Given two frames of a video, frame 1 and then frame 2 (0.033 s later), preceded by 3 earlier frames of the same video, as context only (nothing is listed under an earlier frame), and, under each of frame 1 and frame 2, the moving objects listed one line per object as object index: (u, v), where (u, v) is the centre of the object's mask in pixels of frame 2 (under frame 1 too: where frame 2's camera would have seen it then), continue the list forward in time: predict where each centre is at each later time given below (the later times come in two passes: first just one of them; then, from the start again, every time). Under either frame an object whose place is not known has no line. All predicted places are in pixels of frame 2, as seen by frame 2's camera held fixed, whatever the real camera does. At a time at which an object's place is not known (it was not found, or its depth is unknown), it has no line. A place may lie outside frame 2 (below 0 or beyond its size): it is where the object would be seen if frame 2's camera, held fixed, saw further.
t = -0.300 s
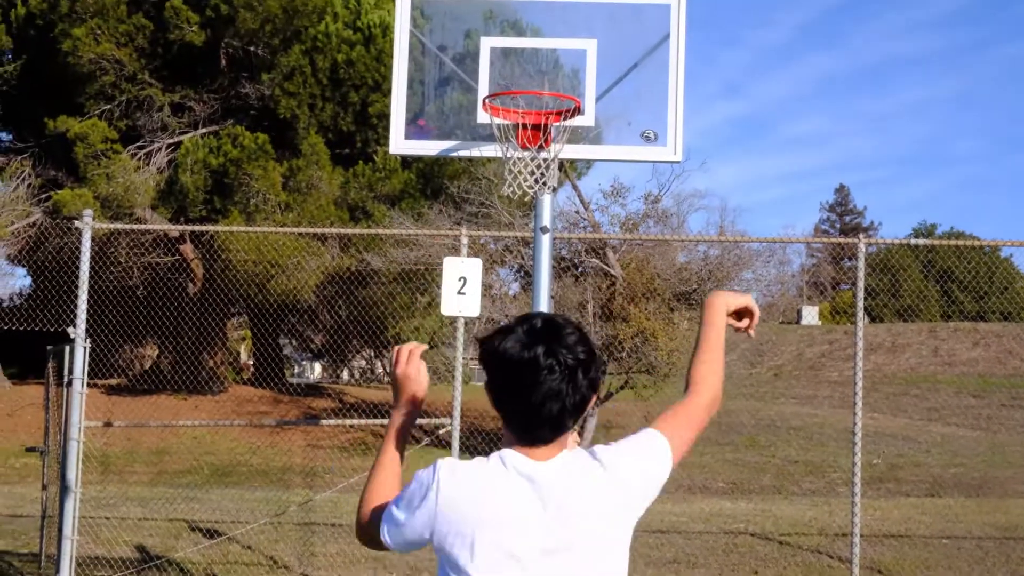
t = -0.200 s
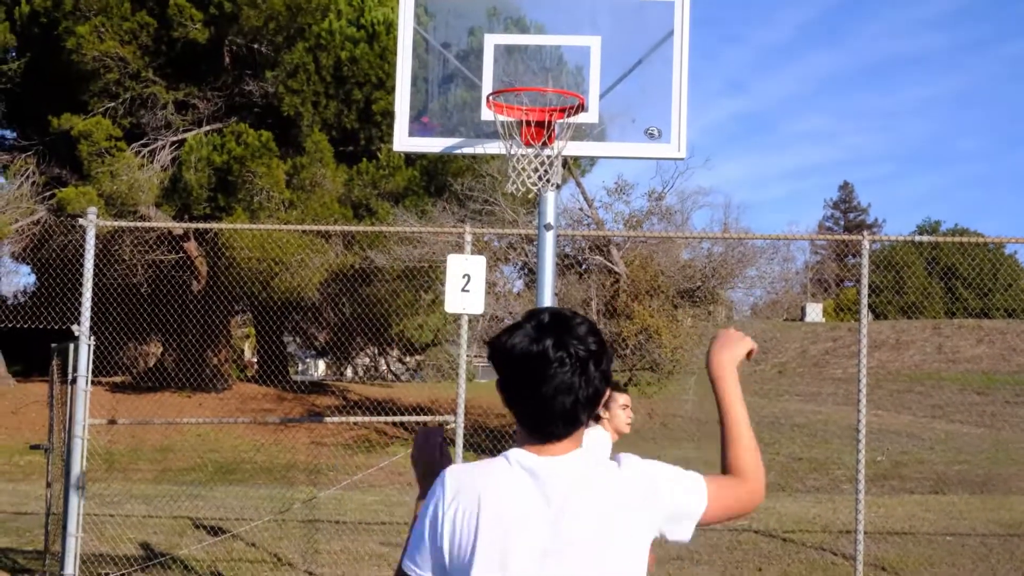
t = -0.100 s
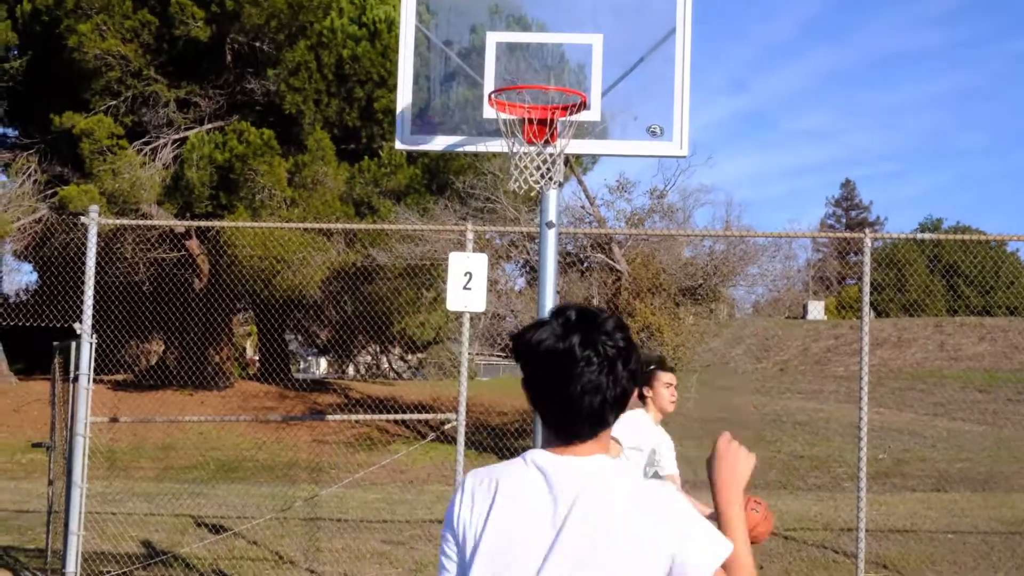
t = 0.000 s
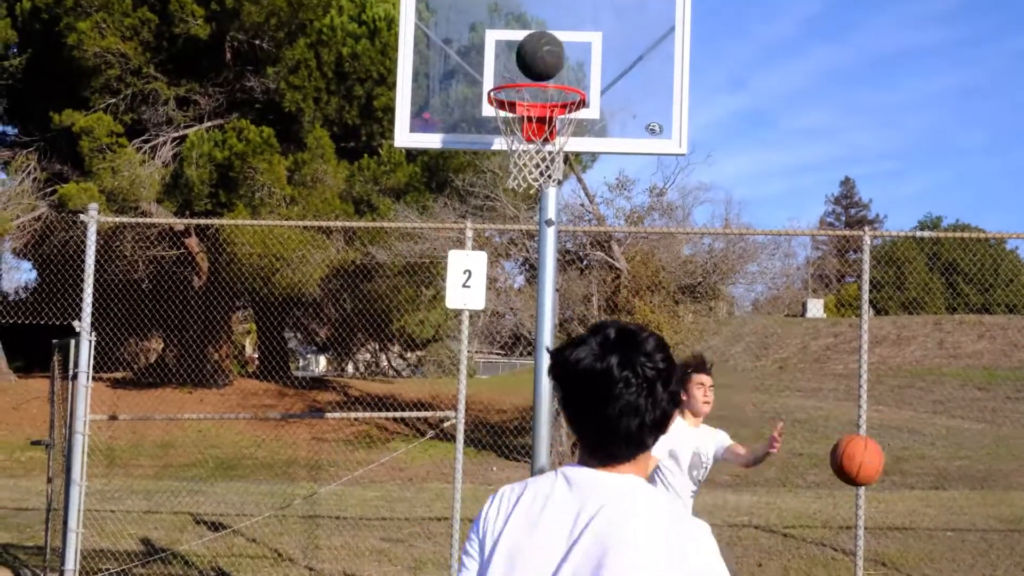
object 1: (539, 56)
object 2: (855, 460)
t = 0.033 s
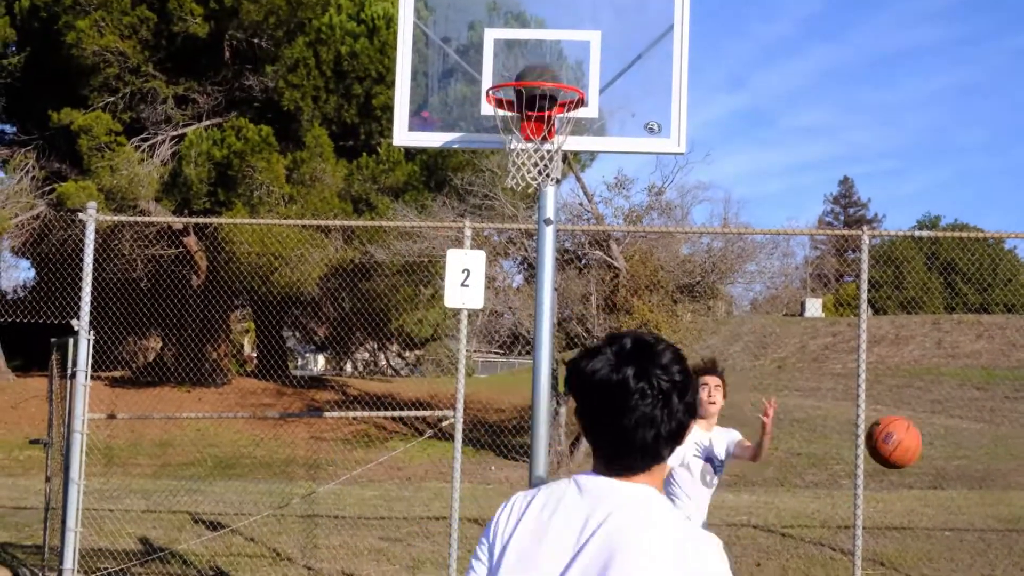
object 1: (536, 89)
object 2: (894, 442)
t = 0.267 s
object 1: (534, 165)
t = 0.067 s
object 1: (536, 123)
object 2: (935, 425)
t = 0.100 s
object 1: (531, 139)
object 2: (977, 410)
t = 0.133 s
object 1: (529, 151)
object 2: (1011, 397)
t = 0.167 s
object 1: (534, 150)
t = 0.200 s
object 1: (534, 151)
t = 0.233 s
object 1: (535, 156)
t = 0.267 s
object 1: (534, 165)
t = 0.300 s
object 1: (535, 175)
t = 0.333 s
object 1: (535, 186)
